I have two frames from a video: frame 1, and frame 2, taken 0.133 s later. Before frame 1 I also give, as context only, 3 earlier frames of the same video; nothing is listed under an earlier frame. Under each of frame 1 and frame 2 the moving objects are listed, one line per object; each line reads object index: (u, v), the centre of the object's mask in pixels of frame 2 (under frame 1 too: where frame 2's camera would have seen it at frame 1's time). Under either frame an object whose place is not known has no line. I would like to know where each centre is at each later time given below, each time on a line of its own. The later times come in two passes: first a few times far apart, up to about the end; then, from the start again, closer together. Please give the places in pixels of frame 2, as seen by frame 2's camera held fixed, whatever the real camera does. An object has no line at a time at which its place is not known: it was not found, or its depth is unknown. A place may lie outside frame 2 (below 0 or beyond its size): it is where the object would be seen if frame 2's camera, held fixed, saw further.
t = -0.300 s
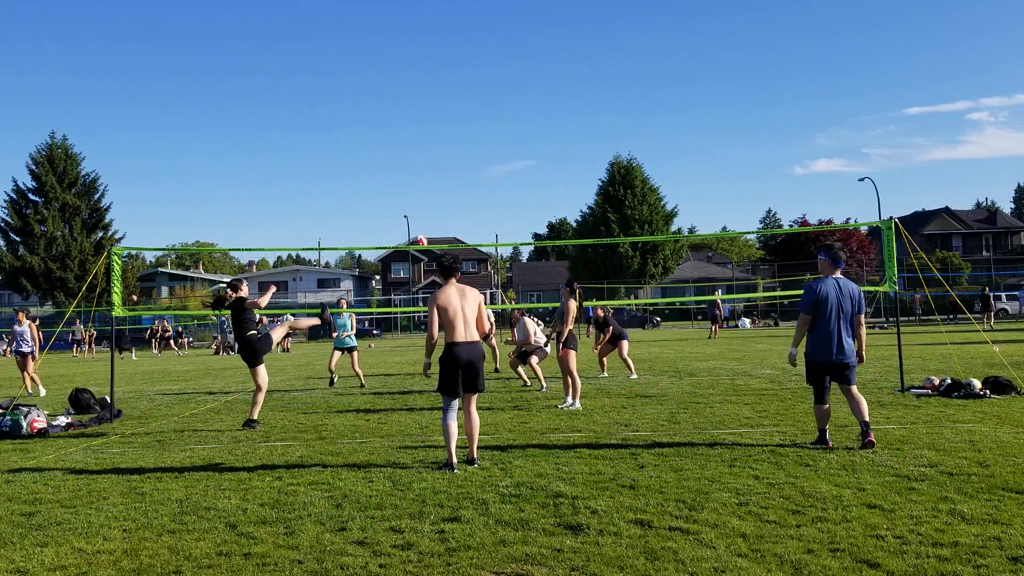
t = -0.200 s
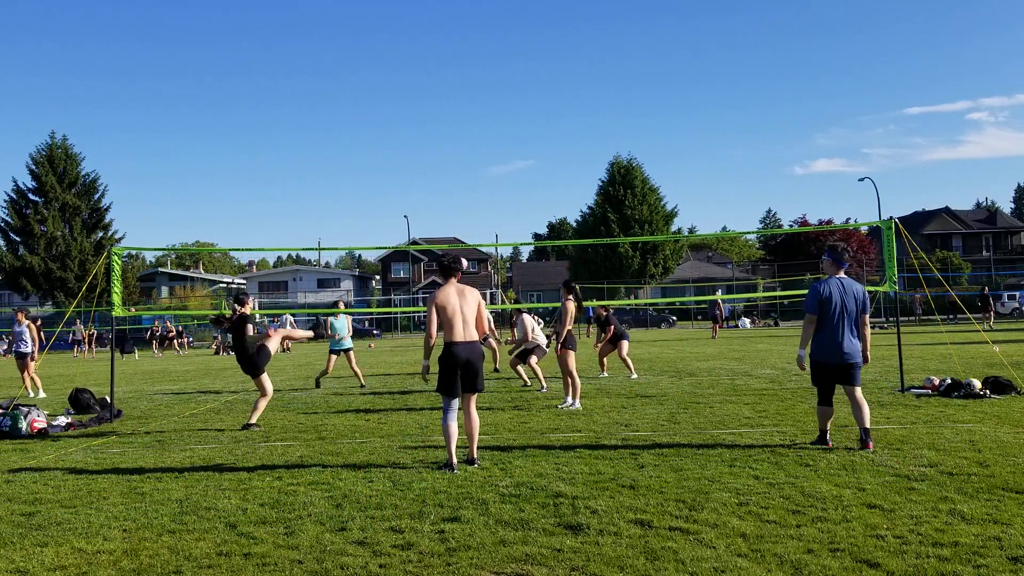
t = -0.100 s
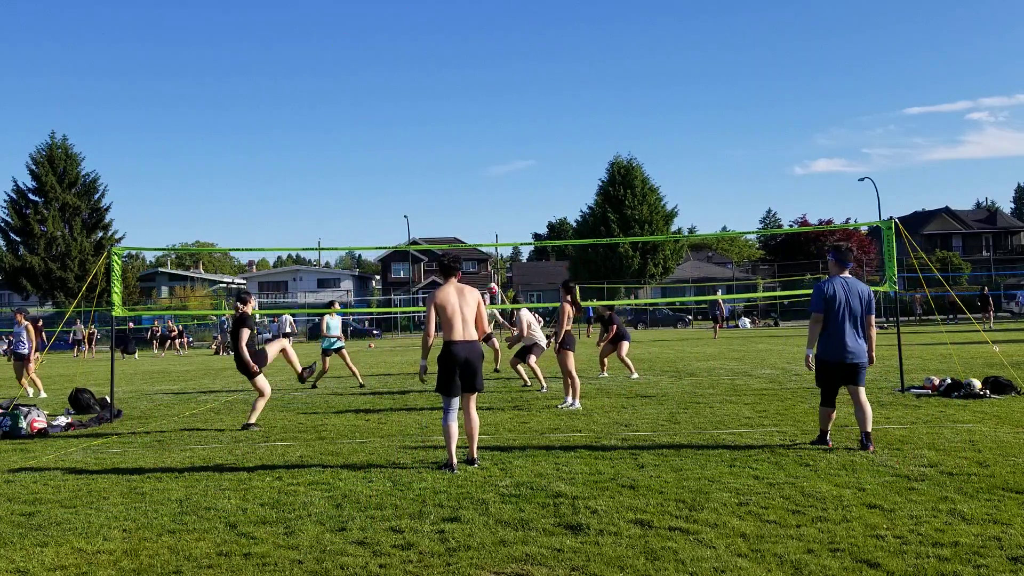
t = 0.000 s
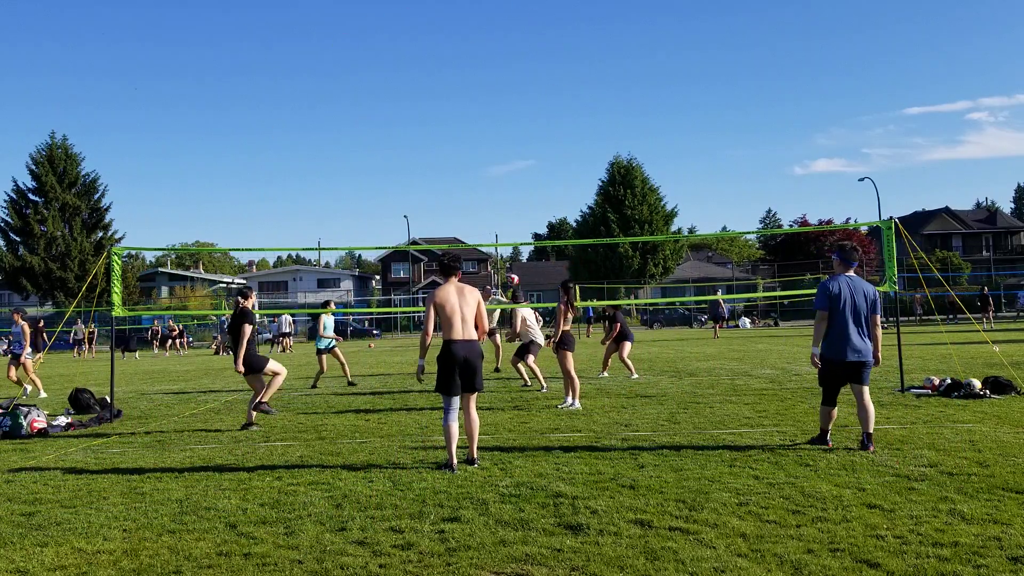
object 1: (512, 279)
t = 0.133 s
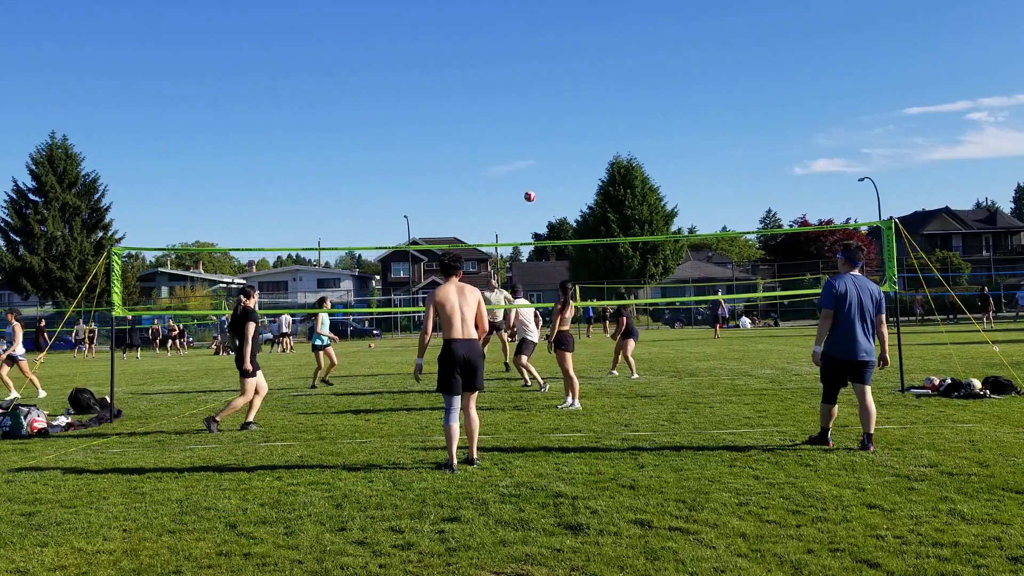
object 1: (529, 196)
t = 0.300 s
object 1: (551, 108)
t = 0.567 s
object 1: (585, 4)
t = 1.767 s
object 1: (716, 6)
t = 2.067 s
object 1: (740, 104)
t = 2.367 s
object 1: (760, 234)
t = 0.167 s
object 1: (534, 177)
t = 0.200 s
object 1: (538, 159)
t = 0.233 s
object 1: (542, 142)
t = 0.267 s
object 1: (547, 124)
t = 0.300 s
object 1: (551, 108)
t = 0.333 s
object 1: (555, 93)
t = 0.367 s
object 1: (560, 78)
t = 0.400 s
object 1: (564, 64)
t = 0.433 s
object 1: (568, 50)
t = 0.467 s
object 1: (573, 38)
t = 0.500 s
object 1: (577, 26)
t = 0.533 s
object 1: (582, 14)
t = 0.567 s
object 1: (585, 4)
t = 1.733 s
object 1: (713, 1)
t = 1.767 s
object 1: (716, 6)
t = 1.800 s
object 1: (719, 16)
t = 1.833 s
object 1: (722, 25)
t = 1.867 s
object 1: (725, 35)
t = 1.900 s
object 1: (728, 46)
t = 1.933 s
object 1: (730, 57)
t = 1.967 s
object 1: (733, 68)
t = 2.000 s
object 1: (735, 80)
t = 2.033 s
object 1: (738, 92)
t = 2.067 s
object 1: (740, 104)
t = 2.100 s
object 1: (743, 117)
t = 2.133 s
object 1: (745, 131)
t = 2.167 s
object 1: (747, 144)
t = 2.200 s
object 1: (749, 158)
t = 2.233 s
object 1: (751, 172)
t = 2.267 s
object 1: (754, 187)
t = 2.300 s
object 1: (756, 202)
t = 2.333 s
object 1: (758, 218)
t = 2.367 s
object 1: (760, 234)
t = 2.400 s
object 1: (763, 249)
